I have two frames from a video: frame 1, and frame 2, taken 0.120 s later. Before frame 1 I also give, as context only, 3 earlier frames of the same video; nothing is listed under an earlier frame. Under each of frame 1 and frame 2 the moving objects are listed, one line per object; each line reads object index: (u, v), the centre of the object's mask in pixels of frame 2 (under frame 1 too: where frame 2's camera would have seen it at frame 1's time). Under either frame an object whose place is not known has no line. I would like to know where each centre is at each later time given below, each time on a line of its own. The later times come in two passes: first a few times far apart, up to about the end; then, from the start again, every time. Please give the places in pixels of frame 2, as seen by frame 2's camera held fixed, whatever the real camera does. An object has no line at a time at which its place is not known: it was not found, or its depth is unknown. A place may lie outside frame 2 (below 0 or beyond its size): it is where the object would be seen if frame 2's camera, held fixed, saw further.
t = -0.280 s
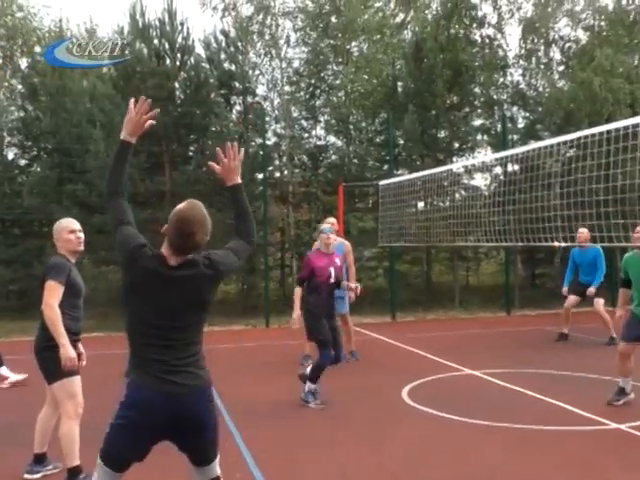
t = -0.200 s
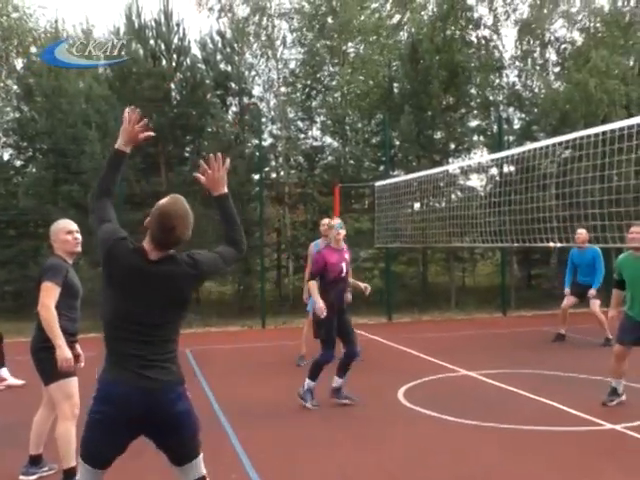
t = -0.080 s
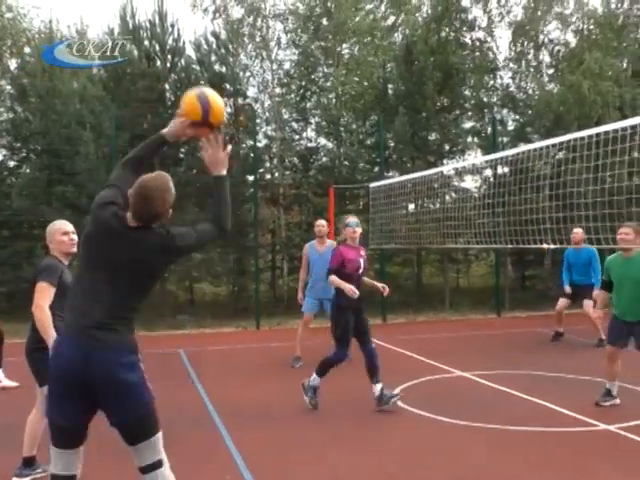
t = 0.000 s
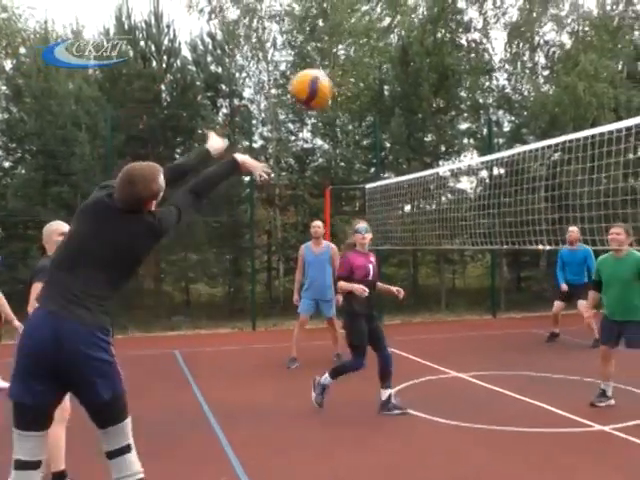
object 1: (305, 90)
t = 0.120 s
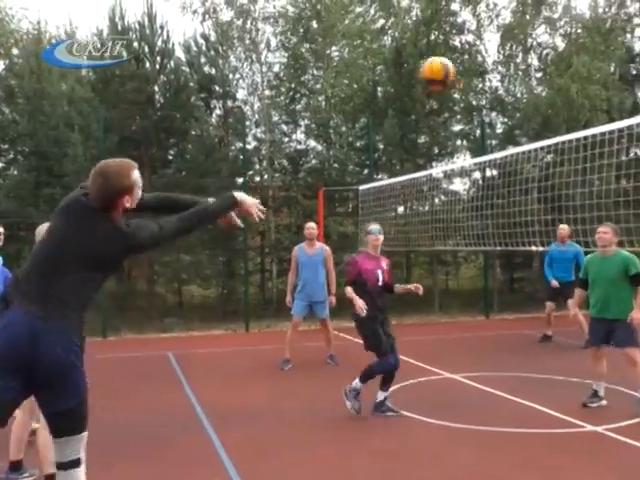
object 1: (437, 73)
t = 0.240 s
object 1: (534, 83)
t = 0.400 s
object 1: (626, 114)
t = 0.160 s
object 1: (472, 74)
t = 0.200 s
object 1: (505, 77)
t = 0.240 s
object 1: (534, 83)
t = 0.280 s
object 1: (560, 89)
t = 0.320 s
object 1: (584, 96)
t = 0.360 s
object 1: (607, 108)
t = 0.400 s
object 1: (626, 114)
